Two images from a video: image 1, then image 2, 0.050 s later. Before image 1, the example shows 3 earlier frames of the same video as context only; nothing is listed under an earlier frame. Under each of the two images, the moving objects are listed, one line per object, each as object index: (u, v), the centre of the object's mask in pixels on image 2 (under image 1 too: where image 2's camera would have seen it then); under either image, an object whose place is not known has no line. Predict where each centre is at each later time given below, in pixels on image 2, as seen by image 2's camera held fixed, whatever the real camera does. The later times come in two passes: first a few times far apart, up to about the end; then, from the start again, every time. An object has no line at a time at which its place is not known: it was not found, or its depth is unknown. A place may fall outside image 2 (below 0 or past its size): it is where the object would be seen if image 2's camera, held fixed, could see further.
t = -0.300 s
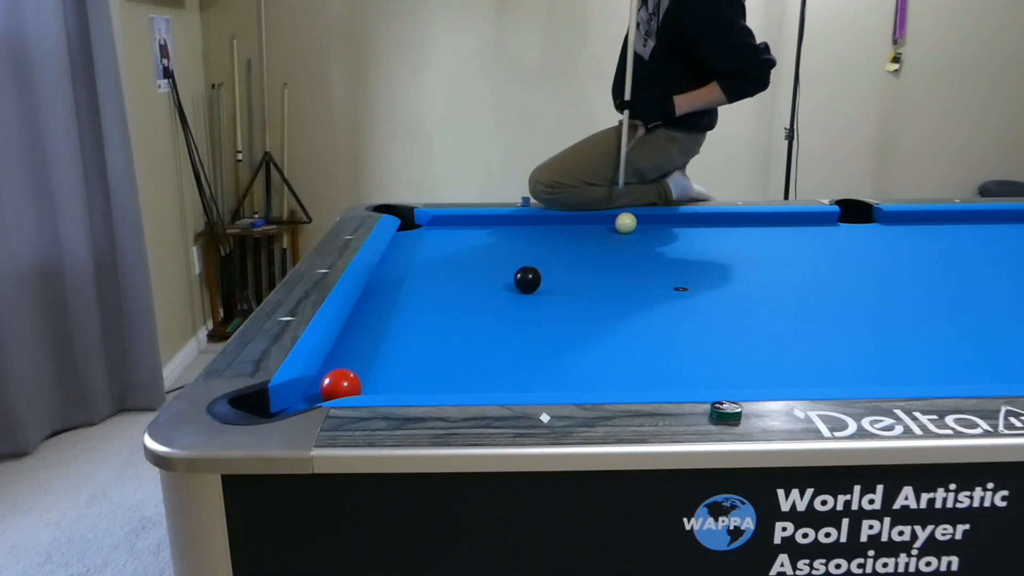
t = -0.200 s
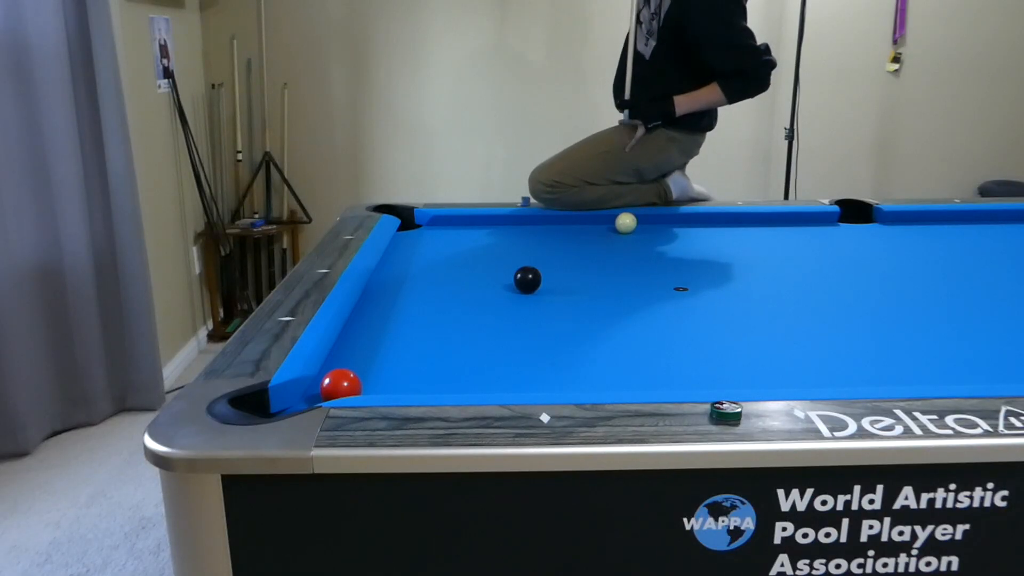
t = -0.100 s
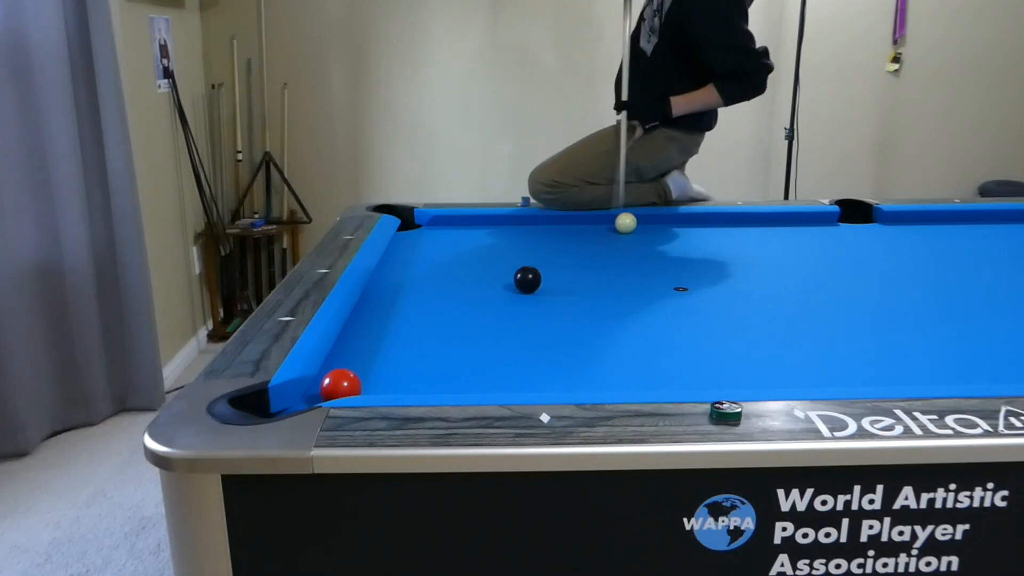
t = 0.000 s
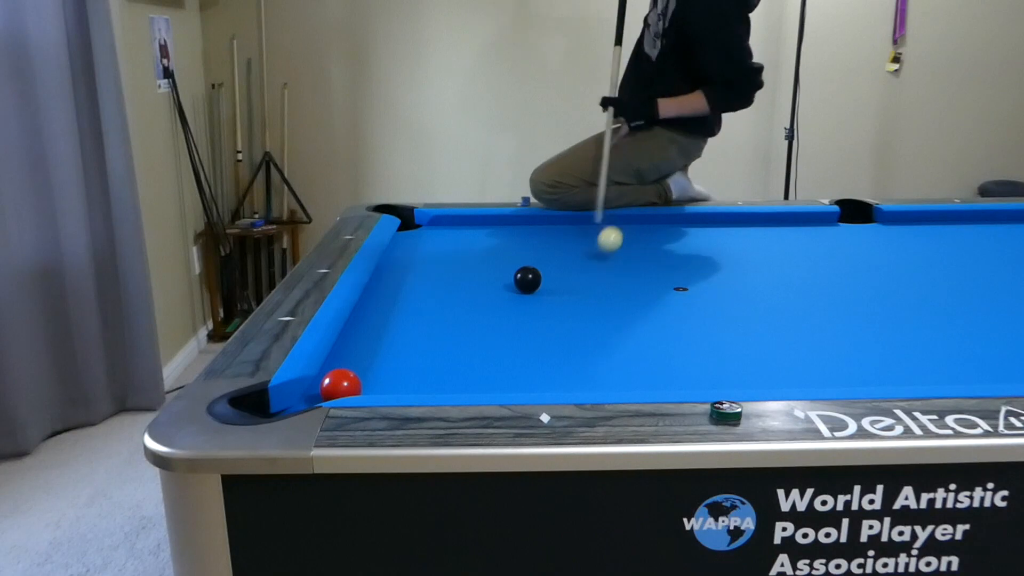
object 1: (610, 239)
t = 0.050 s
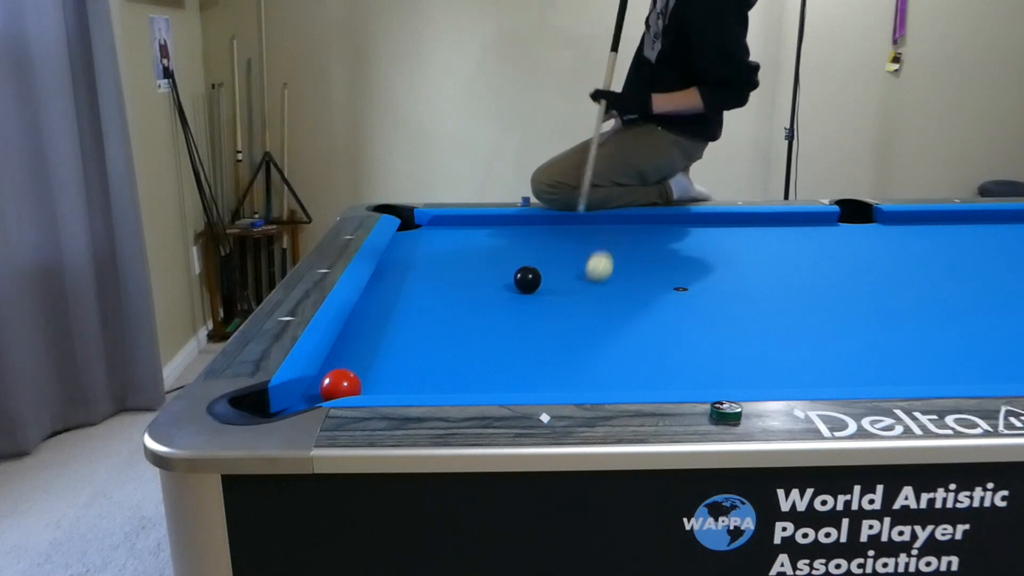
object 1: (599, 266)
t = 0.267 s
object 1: (493, 383)
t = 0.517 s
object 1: (390, 284)
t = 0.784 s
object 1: (495, 226)
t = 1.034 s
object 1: (549, 242)
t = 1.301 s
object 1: (570, 281)
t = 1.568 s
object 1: (529, 328)
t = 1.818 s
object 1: (409, 380)
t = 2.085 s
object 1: (385, 369)
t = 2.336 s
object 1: (370, 354)
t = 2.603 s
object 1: (358, 340)
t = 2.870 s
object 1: (367, 327)
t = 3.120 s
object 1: (378, 317)
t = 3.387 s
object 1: (387, 308)
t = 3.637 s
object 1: (394, 300)
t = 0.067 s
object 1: (595, 273)
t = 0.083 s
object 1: (590, 278)
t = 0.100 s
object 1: (584, 284)
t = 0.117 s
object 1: (579, 293)
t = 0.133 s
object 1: (572, 303)
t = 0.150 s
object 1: (565, 314)
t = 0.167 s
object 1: (558, 322)
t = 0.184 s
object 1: (549, 332)
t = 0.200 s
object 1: (540, 344)
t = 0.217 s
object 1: (530, 355)
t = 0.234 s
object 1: (519, 368)
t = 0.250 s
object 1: (507, 378)
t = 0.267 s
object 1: (493, 383)
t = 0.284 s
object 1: (482, 378)
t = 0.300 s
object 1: (473, 371)
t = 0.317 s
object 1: (464, 362)
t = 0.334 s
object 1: (455, 354)
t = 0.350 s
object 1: (446, 346)
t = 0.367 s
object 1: (437, 338)
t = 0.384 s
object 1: (429, 331)
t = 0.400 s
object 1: (420, 324)
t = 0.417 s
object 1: (412, 318)
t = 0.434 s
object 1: (404, 311)
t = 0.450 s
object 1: (396, 306)
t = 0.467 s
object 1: (388, 300)
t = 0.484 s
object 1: (381, 295)
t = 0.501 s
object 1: (380, 289)
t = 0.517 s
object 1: (390, 284)
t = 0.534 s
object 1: (400, 280)
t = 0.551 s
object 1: (410, 275)
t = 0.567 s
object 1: (419, 270)
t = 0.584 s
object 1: (428, 266)
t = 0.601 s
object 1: (436, 262)
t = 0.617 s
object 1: (444, 258)
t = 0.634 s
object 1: (451, 255)
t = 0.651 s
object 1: (457, 251)
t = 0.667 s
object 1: (463, 248)
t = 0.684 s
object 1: (469, 244)
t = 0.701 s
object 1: (474, 241)
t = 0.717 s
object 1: (479, 238)
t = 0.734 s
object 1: (484, 235)
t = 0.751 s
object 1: (488, 232)
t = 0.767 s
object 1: (492, 229)
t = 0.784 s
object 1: (495, 226)
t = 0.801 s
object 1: (499, 224)
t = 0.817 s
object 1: (501, 221)
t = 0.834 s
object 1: (504, 219)
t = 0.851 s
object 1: (508, 220)
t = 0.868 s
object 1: (512, 222)
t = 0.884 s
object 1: (517, 223)
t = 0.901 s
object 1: (521, 225)
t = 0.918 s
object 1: (525, 228)
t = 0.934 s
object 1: (529, 229)
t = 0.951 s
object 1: (532, 232)
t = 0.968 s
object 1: (536, 234)
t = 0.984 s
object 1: (539, 236)
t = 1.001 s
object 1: (543, 238)
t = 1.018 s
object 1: (546, 240)
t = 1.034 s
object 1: (549, 242)
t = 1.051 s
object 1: (551, 245)
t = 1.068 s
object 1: (554, 247)
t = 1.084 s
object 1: (556, 249)
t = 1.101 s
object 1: (558, 251)
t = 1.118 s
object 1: (560, 254)
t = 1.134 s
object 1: (562, 256)
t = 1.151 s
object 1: (564, 258)
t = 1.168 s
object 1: (565, 261)
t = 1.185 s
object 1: (567, 263)
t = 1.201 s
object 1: (568, 266)
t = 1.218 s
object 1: (569, 268)
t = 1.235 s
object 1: (569, 271)
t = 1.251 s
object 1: (570, 273)
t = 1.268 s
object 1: (570, 275)
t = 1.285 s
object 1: (570, 278)
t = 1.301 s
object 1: (570, 281)
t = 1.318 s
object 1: (569, 284)
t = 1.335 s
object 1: (569, 286)
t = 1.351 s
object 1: (568, 289)
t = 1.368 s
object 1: (567, 292)
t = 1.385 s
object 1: (565, 295)
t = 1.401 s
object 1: (564, 297)
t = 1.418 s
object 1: (562, 300)
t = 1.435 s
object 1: (559, 303)
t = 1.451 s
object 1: (556, 306)
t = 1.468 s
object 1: (554, 310)
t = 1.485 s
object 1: (550, 312)
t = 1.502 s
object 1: (547, 315)
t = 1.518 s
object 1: (543, 319)
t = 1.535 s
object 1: (539, 322)
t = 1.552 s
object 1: (534, 325)
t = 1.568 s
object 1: (529, 328)
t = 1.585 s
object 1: (523, 332)
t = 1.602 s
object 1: (517, 335)
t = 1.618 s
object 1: (511, 338)
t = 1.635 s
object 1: (504, 342)
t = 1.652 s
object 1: (497, 345)
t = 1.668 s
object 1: (489, 349)
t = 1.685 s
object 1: (481, 352)
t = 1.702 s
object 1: (473, 356)
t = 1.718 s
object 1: (464, 360)
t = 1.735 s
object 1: (456, 363)
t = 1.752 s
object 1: (447, 367)
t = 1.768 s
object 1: (438, 371)
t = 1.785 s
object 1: (428, 374)
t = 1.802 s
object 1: (419, 378)
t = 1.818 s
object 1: (409, 380)
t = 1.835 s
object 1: (399, 383)
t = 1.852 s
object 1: (389, 385)
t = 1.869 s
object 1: (380, 385)
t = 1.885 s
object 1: (382, 383)
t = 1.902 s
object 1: (383, 382)
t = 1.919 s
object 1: (385, 381)
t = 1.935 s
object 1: (386, 380)
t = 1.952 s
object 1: (387, 379)
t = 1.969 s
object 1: (388, 377)
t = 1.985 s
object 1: (388, 376)
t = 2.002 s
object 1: (388, 375)
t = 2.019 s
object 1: (388, 374)
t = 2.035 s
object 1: (388, 373)
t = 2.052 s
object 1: (387, 371)
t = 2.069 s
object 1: (386, 370)
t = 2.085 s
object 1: (385, 369)
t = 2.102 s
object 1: (384, 368)
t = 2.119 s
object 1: (383, 367)
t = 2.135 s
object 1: (382, 366)
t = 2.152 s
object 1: (381, 365)
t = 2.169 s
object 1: (380, 364)
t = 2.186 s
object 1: (379, 363)
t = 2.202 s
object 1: (378, 362)
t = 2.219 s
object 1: (377, 361)
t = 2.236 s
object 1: (376, 360)
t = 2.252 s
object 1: (375, 359)
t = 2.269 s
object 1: (374, 358)
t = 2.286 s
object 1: (373, 357)
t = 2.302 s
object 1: (372, 356)
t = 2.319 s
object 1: (371, 355)
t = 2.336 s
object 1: (370, 354)
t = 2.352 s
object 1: (370, 353)
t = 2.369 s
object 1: (369, 352)
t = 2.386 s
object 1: (368, 352)
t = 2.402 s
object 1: (367, 350)
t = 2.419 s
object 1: (366, 350)
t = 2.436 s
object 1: (365, 349)
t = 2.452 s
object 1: (365, 348)
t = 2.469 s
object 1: (364, 347)
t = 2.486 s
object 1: (363, 346)
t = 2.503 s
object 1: (362, 345)
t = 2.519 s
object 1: (361, 344)
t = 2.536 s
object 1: (361, 343)
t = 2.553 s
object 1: (360, 343)
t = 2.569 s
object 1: (359, 342)
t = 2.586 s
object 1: (358, 341)
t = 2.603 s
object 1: (358, 340)
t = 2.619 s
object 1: (357, 340)
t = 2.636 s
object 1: (356, 339)
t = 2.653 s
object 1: (356, 338)
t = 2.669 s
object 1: (357, 337)
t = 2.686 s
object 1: (358, 336)
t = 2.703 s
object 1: (359, 335)
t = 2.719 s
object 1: (360, 334)
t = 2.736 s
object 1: (361, 334)
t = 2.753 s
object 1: (362, 333)
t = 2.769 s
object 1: (362, 332)
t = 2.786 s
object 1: (363, 331)
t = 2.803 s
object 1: (364, 330)
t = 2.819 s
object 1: (365, 330)
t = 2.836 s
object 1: (366, 329)
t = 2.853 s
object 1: (367, 328)
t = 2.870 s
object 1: (367, 327)
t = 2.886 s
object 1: (368, 326)
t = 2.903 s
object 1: (369, 326)
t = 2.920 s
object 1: (369, 325)
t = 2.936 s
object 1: (370, 324)
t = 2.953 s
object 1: (371, 323)
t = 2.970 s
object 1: (372, 323)
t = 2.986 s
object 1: (372, 322)
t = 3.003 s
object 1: (373, 321)
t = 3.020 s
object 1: (374, 321)
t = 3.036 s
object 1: (375, 320)
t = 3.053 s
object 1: (375, 319)
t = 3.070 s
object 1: (376, 319)
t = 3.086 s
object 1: (376, 318)
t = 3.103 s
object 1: (377, 317)
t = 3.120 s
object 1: (378, 317)
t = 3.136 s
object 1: (378, 316)
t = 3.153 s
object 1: (379, 316)
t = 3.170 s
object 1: (380, 315)
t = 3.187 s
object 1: (380, 314)
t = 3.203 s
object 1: (381, 314)
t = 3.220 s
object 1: (382, 313)
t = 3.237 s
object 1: (382, 313)
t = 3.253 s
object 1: (383, 312)
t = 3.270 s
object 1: (383, 311)
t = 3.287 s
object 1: (384, 311)
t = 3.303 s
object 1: (384, 310)
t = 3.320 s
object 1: (385, 310)
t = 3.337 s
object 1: (386, 309)
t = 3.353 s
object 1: (386, 309)
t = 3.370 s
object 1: (386, 308)
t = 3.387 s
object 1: (387, 308)
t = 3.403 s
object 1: (388, 307)
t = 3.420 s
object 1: (388, 306)
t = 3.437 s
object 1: (389, 306)
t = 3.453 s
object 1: (389, 305)
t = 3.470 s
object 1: (390, 305)
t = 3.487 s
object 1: (390, 304)
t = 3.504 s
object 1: (391, 304)
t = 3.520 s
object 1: (391, 303)
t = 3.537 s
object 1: (392, 303)
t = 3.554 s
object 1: (392, 302)
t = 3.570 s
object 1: (393, 302)
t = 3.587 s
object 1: (393, 301)
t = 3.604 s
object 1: (394, 301)
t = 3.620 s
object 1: (394, 300)
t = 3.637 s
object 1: (394, 300)
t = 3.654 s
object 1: (395, 300)
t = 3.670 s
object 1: (395, 299)
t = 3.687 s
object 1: (396, 299)
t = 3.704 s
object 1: (396, 298)
